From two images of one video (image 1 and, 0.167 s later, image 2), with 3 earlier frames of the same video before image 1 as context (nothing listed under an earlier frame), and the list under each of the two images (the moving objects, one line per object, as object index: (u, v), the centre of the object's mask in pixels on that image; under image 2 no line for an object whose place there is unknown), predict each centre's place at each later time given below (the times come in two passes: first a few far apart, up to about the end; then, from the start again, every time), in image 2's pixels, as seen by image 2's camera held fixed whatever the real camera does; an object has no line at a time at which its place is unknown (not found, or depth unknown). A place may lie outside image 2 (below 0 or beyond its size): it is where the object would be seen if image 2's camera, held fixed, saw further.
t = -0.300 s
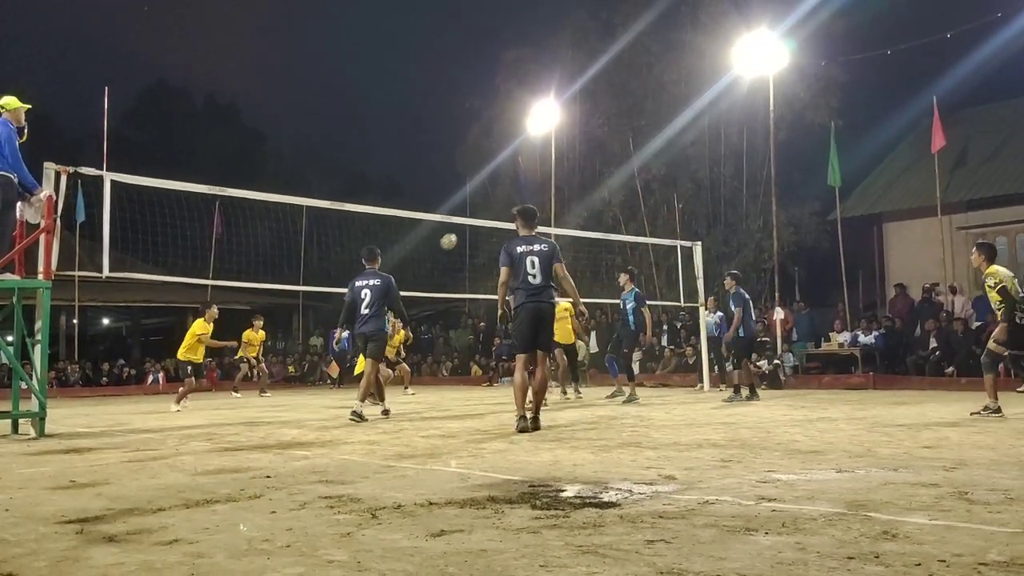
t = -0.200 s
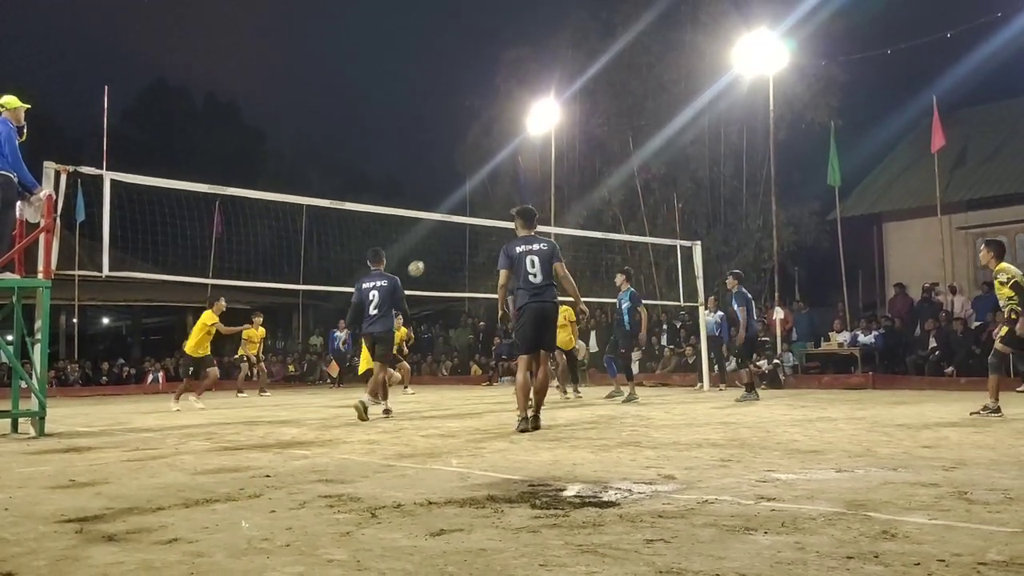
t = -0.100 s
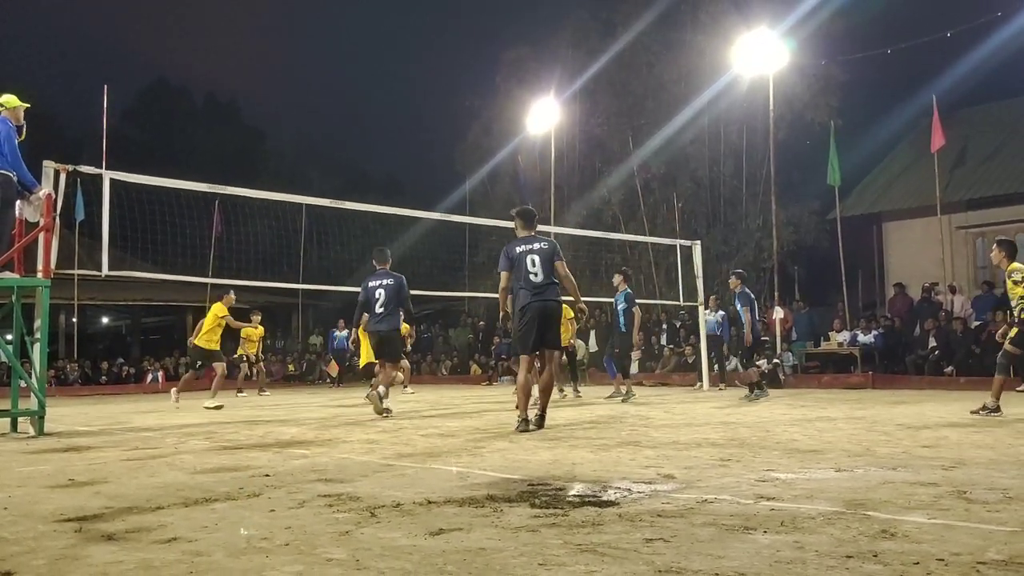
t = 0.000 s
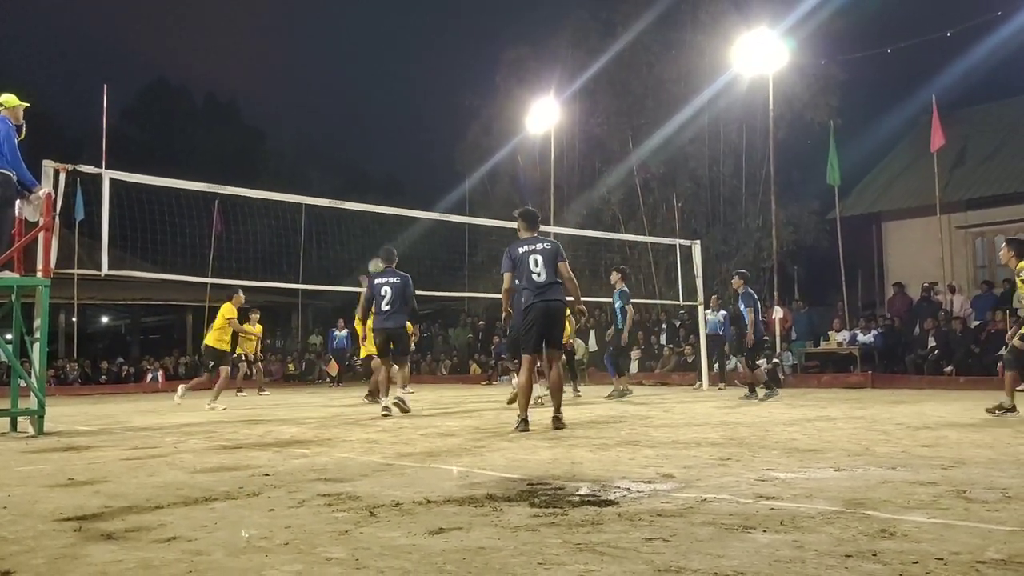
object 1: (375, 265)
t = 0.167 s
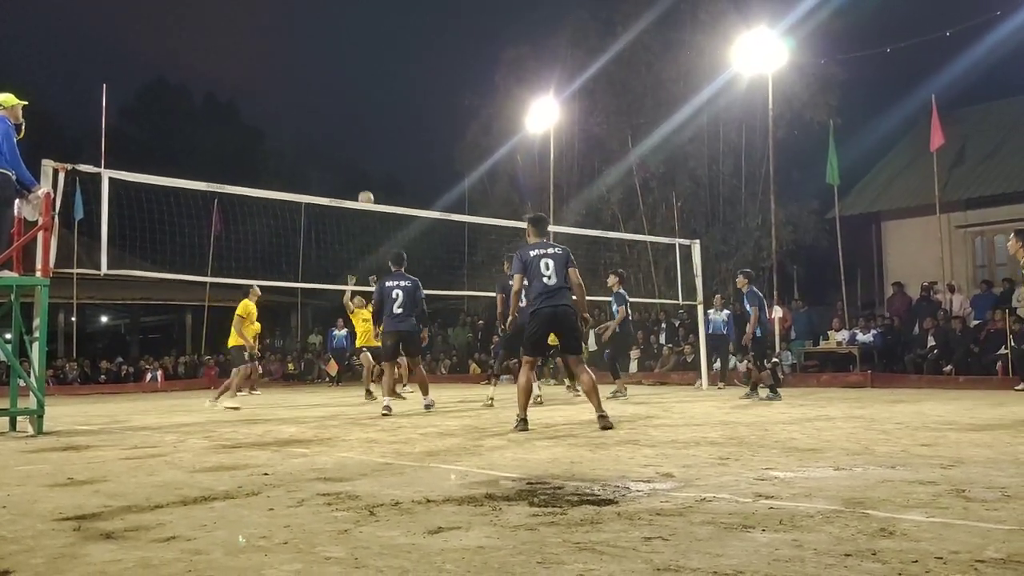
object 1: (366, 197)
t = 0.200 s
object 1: (364, 188)
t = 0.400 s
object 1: (353, 136)
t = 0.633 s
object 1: (342, 110)
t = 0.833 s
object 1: (332, 116)
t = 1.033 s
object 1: (322, 151)
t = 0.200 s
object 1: (364, 188)
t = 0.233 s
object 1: (362, 177)
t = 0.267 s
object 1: (360, 167)
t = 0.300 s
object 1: (358, 158)
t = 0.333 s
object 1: (357, 150)
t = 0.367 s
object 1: (355, 143)
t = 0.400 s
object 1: (353, 136)
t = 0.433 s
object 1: (351, 130)
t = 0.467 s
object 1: (350, 125)
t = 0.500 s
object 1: (348, 120)
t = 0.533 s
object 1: (347, 116)
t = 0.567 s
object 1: (345, 113)
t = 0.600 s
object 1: (343, 111)
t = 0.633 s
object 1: (342, 110)
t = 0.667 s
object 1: (340, 109)
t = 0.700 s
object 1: (339, 109)
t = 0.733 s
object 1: (337, 110)
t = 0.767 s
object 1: (335, 111)
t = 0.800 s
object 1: (334, 113)
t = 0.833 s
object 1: (332, 116)
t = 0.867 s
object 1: (330, 120)
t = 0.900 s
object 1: (329, 125)
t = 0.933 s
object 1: (327, 130)
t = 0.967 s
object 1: (325, 136)
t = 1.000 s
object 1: (324, 143)
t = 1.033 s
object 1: (322, 151)
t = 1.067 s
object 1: (321, 160)
